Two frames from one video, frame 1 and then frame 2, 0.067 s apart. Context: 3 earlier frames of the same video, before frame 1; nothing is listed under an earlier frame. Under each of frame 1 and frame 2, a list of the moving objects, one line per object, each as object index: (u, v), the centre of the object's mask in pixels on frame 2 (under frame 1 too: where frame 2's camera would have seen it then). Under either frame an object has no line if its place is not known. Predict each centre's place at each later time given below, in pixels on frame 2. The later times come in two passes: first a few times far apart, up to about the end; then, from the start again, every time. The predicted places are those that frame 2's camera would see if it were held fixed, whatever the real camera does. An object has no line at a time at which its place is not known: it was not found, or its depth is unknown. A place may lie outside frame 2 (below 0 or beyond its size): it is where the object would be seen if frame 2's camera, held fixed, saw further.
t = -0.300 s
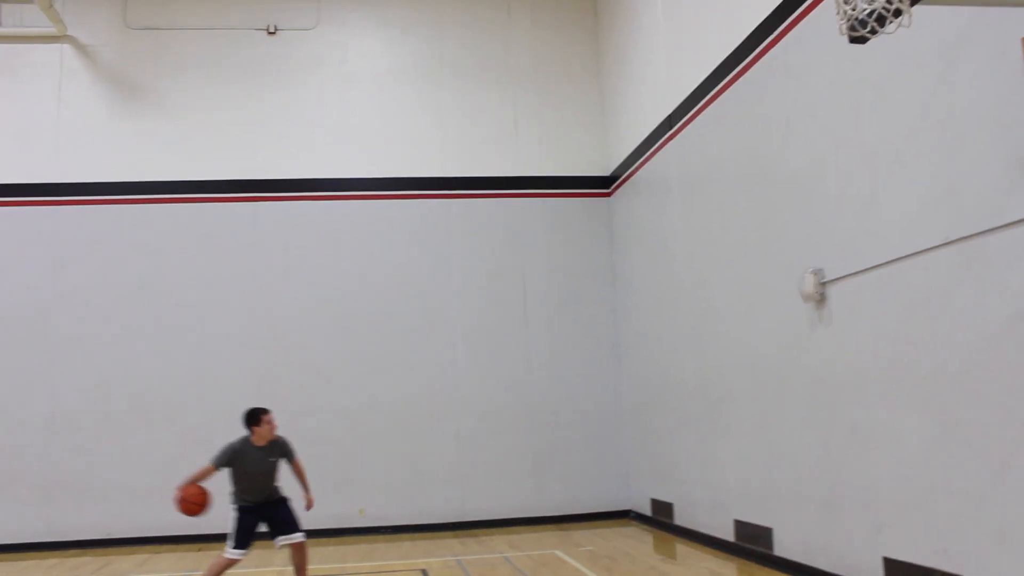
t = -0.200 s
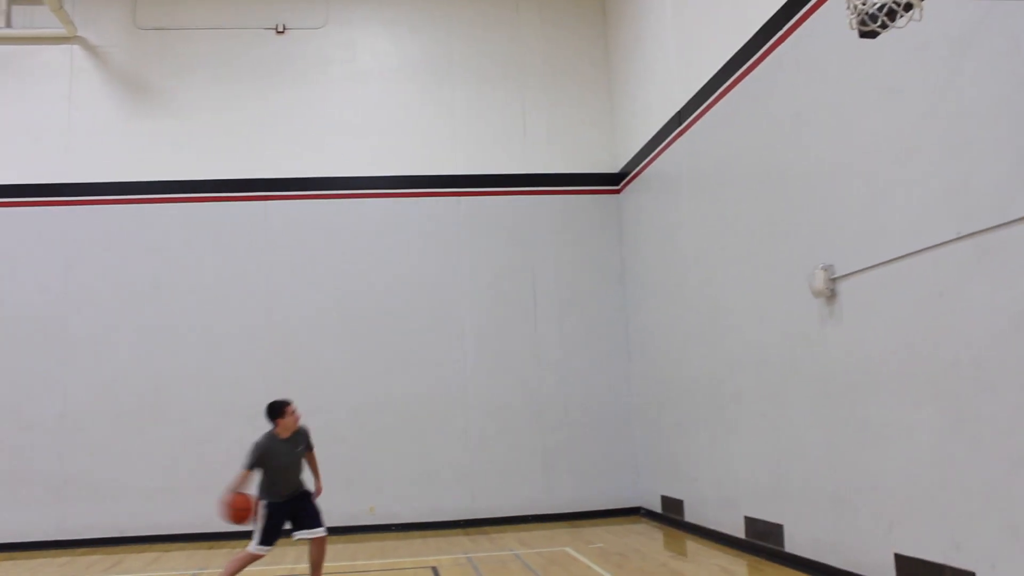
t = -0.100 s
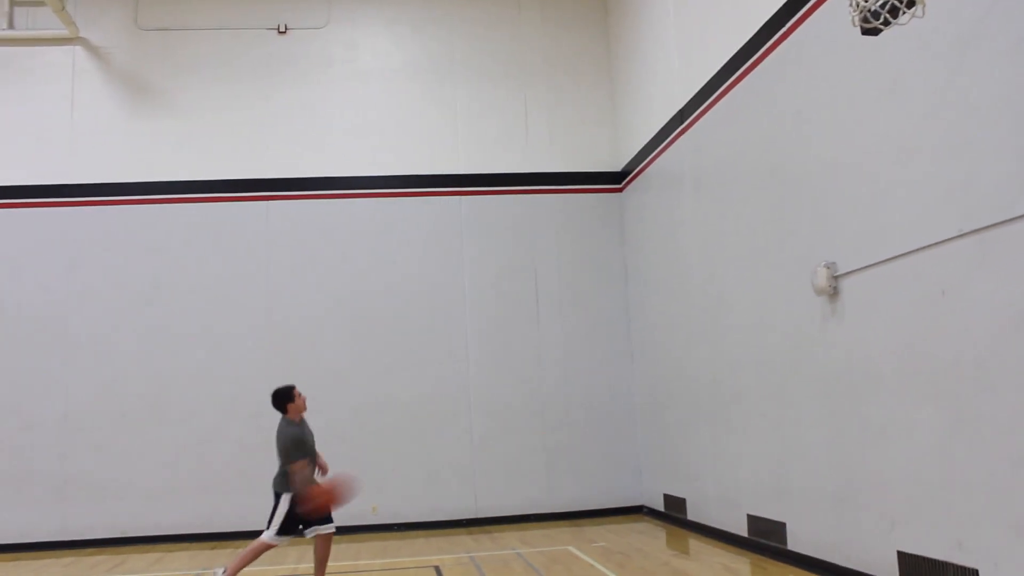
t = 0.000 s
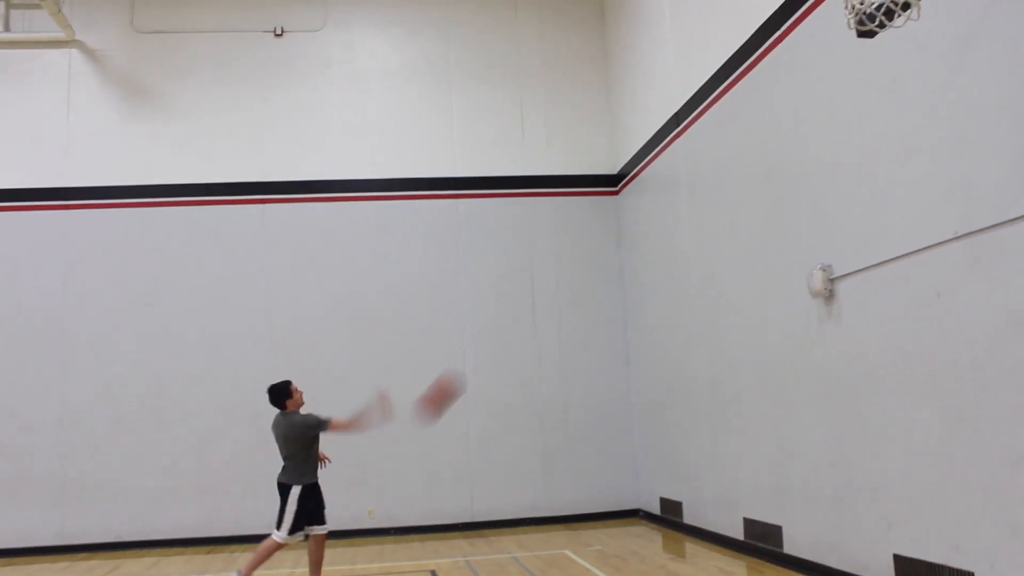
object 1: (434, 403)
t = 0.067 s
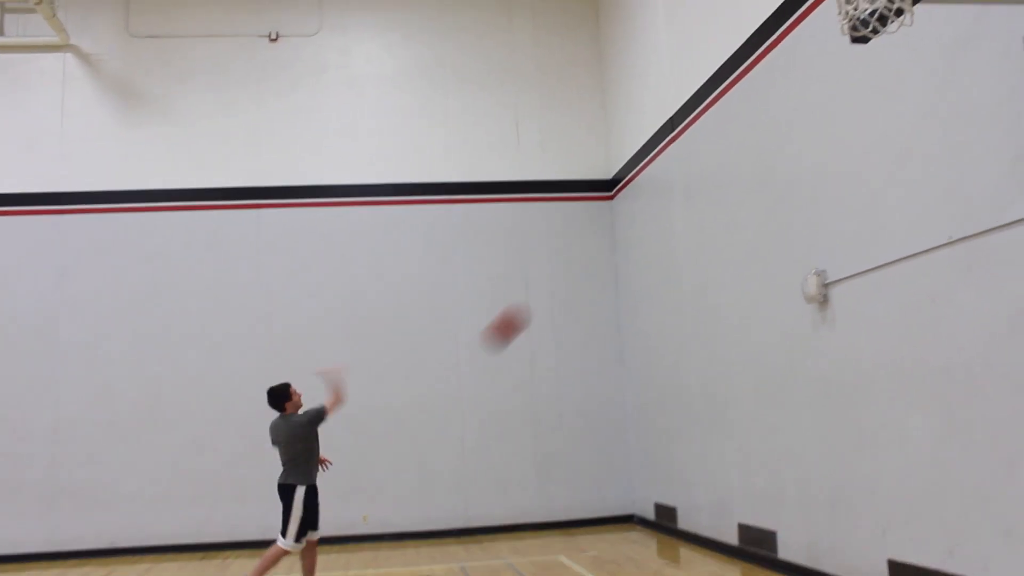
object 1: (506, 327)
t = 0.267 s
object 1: (701, 162)
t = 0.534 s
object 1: (553, 68)
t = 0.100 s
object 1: (541, 294)
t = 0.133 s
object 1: (574, 263)
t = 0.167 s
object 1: (607, 234)
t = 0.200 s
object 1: (640, 208)
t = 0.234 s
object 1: (671, 184)
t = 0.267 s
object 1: (701, 162)
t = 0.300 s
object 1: (732, 141)
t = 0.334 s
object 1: (724, 126)
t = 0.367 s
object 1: (692, 113)
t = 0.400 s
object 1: (663, 101)
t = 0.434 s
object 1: (635, 91)
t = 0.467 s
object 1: (607, 83)
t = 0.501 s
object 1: (581, 75)
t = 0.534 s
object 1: (553, 68)
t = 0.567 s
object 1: (525, 62)
